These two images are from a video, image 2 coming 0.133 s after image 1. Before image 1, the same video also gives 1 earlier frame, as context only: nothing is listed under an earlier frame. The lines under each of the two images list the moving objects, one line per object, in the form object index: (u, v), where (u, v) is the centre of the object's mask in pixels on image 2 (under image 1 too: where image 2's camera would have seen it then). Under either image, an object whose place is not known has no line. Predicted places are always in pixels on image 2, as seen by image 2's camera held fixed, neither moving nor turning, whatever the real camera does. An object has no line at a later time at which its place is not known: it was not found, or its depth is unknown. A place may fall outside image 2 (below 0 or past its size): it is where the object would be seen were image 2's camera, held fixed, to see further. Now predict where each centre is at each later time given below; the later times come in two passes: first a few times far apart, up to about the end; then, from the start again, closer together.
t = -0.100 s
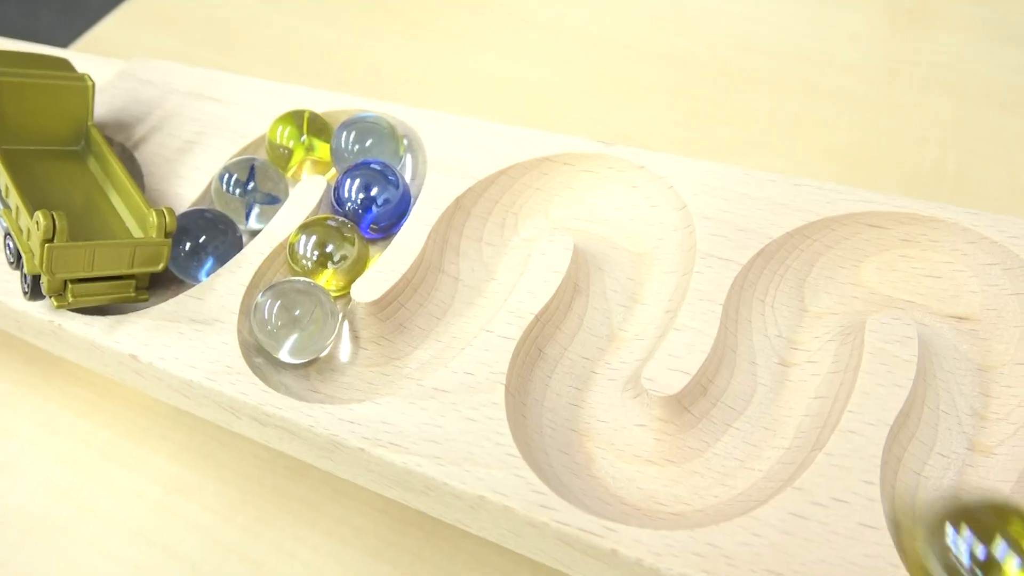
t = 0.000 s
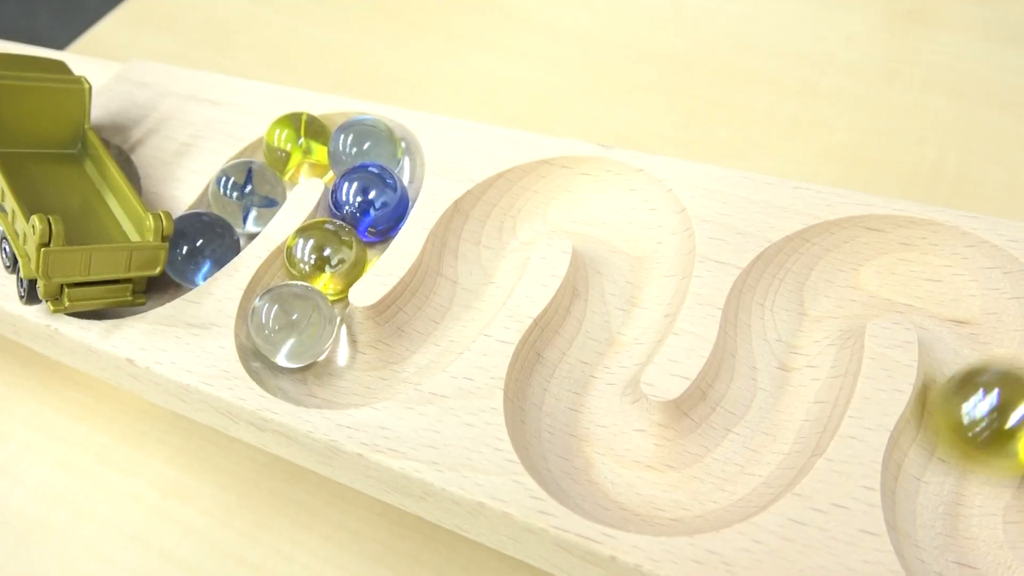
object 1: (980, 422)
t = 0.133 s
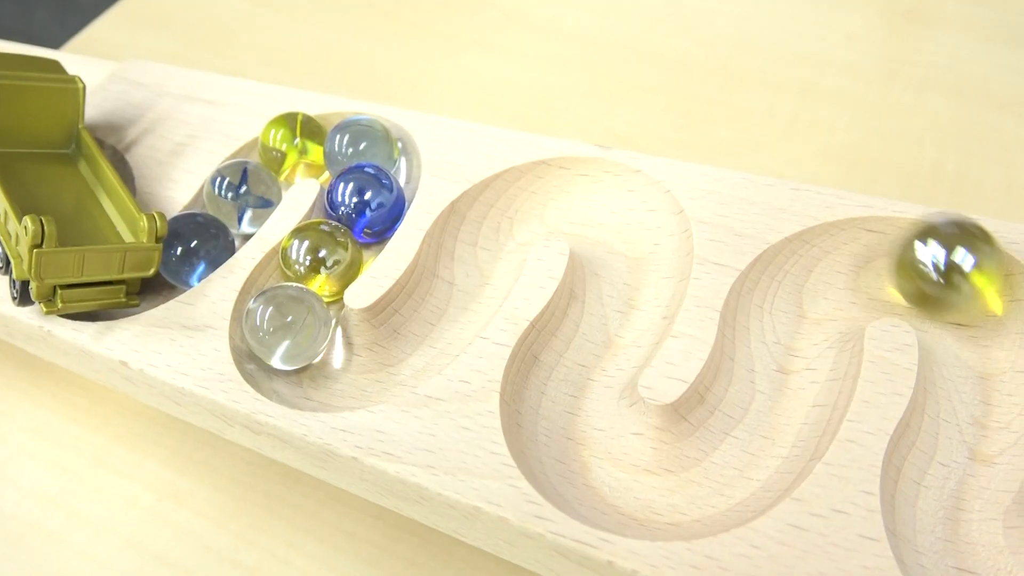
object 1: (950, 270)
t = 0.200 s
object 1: (845, 271)
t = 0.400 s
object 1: (706, 458)
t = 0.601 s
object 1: (585, 348)
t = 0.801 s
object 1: (580, 199)
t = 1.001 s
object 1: (407, 338)
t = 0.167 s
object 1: (904, 258)
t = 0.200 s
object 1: (845, 271)
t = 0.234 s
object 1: (796, 283)
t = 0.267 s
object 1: (777, 317)
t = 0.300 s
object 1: (790, 366)
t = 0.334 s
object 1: (784, 400)
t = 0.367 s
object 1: (745, 425)
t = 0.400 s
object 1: (706, 458)
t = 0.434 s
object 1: (665, 485)
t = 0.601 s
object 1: (585, 348)
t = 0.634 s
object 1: (615, 317)
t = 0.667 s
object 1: (634, 286)
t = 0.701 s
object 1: (634, 258)
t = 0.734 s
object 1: (627, 226)
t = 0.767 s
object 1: (612, 197)
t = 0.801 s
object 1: (580, 199)
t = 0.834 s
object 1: (528, 202)
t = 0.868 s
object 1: (490, 218)
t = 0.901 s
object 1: (465, 250)
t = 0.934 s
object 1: (460, 286)
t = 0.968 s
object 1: (444, 312)
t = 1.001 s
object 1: (407, 338)
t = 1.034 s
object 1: (364, 361)
